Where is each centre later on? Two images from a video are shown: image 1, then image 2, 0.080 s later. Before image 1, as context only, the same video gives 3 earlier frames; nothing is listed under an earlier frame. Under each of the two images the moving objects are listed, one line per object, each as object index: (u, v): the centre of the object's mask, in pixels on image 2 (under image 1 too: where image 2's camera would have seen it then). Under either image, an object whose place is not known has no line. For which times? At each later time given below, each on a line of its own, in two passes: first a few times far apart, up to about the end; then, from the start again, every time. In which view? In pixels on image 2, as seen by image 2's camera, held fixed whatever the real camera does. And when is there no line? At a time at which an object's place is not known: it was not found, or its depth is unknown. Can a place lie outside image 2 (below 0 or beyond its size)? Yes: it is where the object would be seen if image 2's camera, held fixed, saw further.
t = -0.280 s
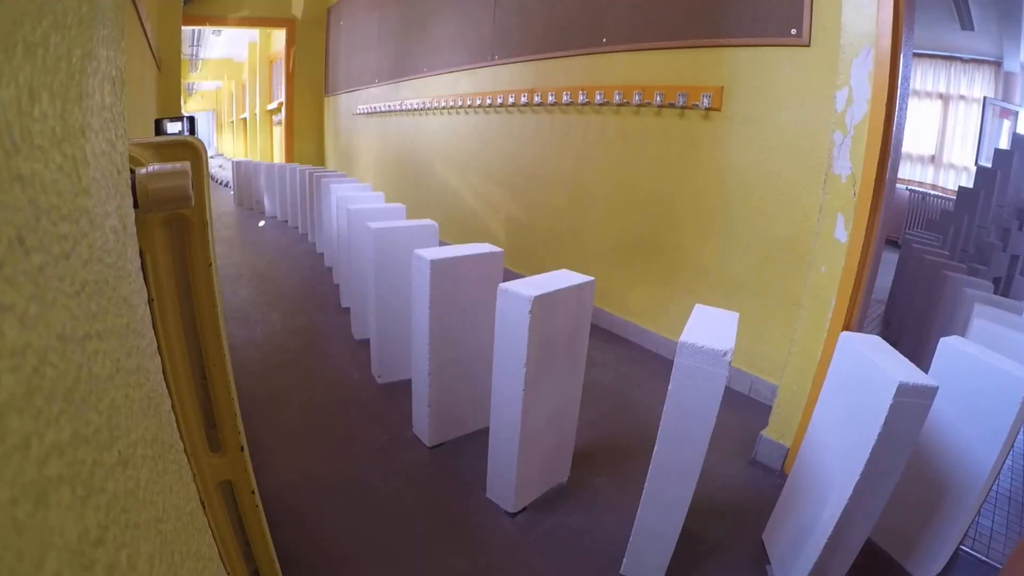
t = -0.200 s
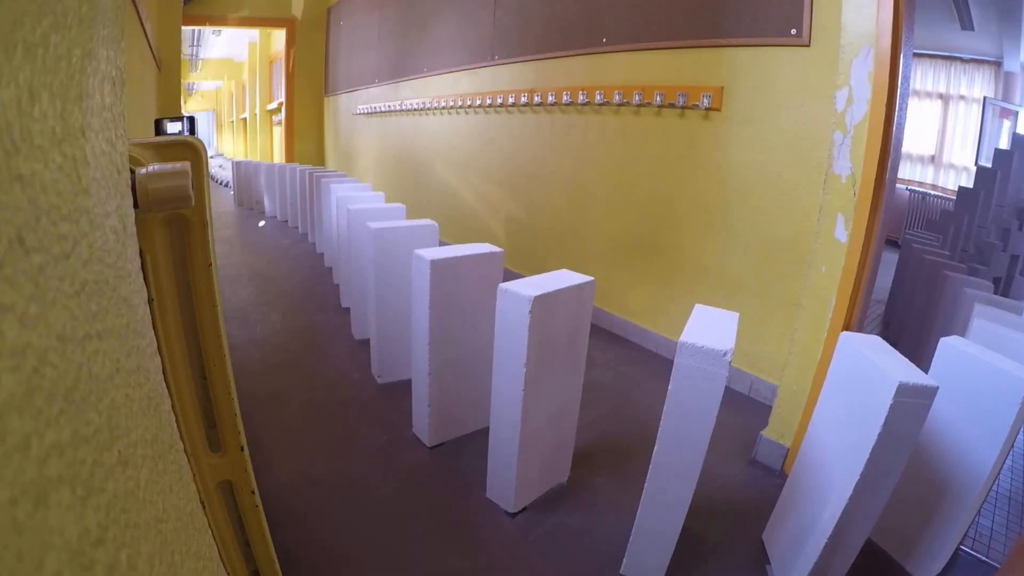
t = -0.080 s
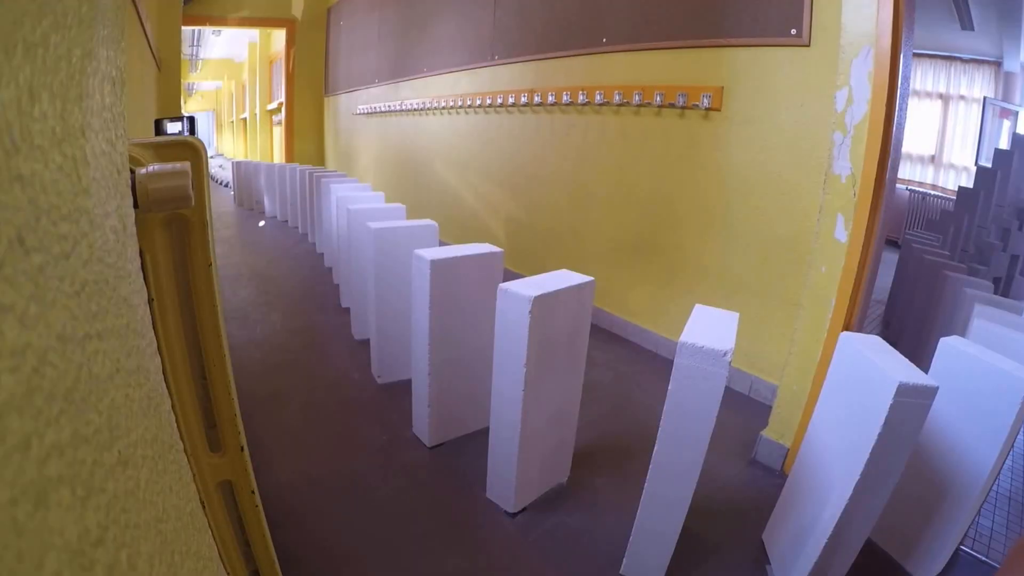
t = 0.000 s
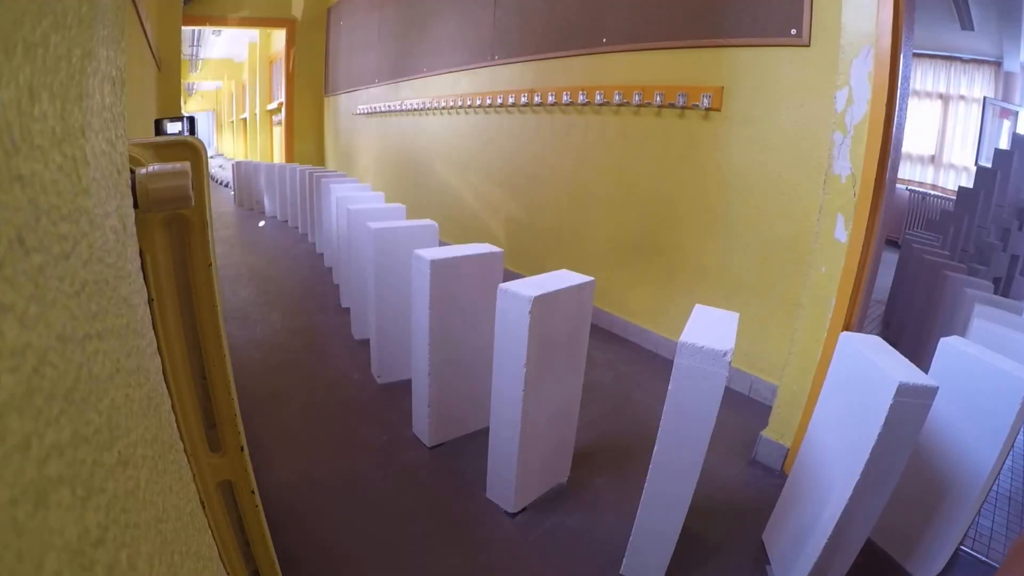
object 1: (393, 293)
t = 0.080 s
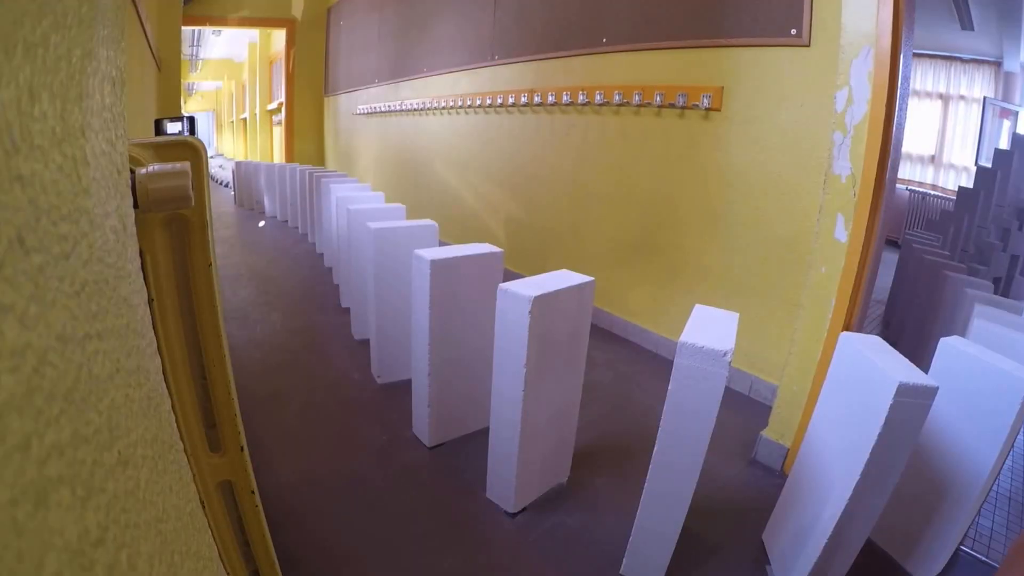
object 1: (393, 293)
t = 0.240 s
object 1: (393, 293)
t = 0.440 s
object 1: (393, 293)
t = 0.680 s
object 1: (393, 293)
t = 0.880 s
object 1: (393, 293)
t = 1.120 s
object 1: (393, 293)
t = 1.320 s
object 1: (393, 293)
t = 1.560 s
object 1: (393, 293)
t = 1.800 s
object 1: (393, 293)
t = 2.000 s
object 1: (394, 294)
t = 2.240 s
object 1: (394, 293)
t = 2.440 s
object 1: (394, 293)
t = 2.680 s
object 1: (394, 294)
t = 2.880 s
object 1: (395, 294)
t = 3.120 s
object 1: (396, 294)
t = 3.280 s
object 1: (398, 313)
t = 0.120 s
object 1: (393, 293)
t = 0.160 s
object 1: (393, 293)
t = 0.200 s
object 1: (393, 293)
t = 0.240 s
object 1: (393, 293)
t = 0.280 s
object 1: (393, 293)
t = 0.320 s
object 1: (393, 293)
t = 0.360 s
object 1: (393, 293)
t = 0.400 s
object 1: (393, 293)
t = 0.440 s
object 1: (393, 293)
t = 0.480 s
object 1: (393, 293)
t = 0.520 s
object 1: (393, 293)
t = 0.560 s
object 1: (393, 293)
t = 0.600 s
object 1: (393, 293)
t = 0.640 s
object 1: (393, 293)
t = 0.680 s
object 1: (393, 293)
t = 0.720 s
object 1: (393, 293)
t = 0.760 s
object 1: (393, 293)
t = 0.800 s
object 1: (393, 293)
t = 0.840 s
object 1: (393, 293)
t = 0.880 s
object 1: (393, 293)
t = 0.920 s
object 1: (393, 293)
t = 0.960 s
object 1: (393, 293)
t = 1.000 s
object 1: (393, 293)
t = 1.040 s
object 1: (393, 293)
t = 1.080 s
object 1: (393, 293)
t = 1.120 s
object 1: (393, 293)
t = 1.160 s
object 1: (393, 293)
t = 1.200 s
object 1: (393, 293)
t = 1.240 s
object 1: (393, 293)
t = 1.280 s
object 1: (393, 293)
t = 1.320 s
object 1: (393, 293)
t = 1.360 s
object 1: (393, 293)
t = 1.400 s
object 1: (393, 293)
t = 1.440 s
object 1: (393, 293)
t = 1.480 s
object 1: (393, 293)
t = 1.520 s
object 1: (393, 293)
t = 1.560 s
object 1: (393, 293)
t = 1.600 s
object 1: (393, 293)
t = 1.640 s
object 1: (393, 293)
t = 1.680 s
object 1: (393, 293)
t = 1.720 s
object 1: (393, 293)
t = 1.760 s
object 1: (393, 293)
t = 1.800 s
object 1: (393, 293)
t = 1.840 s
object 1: (394, 294)
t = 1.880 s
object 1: (394, 294)
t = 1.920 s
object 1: (394, 294)
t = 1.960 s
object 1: (394, 294)
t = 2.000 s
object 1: (394, 294)
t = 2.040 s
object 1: (394, 294)
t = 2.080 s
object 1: (394, 294)
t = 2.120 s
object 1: (394, 293)
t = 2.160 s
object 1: (394, 294)
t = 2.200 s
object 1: (394, 293)
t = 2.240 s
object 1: (394, 293)
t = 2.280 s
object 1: (394, 293)
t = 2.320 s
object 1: (394, 293)
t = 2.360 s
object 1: (394, 293)
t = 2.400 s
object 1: (394, 293)
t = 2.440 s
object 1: (394, 293)
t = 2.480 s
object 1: (394, 293)
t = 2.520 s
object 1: (394, 293)
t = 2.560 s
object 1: (394, 294)
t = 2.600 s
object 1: (394, 294)
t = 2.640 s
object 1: (394, 294)
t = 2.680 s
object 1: (394, 294)
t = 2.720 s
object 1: (394, 294)
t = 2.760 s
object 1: (394, 294)
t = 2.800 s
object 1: (394, 294)
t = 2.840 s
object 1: (395, 294)
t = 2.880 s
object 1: (395, 294)
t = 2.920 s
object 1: (394, 294)
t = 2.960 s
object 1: (394, 294)
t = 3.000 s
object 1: (394, 294)
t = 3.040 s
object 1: (394, 293)
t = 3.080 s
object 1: (395, 294)
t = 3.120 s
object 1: (396, 294)
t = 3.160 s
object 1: (397, 295)
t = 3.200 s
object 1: (398, 298)
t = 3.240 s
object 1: (399, 303)
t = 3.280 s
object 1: (398, 313)
